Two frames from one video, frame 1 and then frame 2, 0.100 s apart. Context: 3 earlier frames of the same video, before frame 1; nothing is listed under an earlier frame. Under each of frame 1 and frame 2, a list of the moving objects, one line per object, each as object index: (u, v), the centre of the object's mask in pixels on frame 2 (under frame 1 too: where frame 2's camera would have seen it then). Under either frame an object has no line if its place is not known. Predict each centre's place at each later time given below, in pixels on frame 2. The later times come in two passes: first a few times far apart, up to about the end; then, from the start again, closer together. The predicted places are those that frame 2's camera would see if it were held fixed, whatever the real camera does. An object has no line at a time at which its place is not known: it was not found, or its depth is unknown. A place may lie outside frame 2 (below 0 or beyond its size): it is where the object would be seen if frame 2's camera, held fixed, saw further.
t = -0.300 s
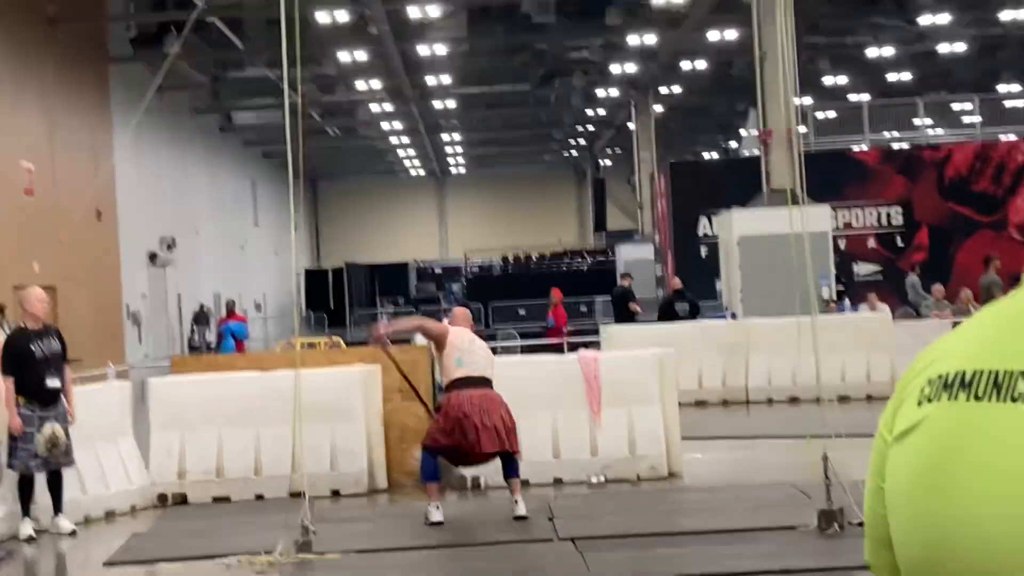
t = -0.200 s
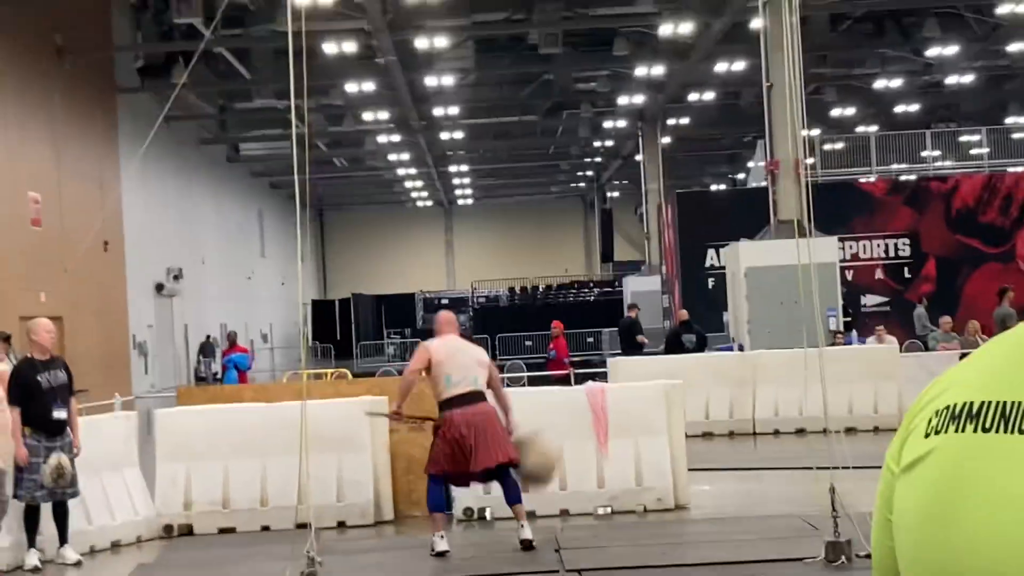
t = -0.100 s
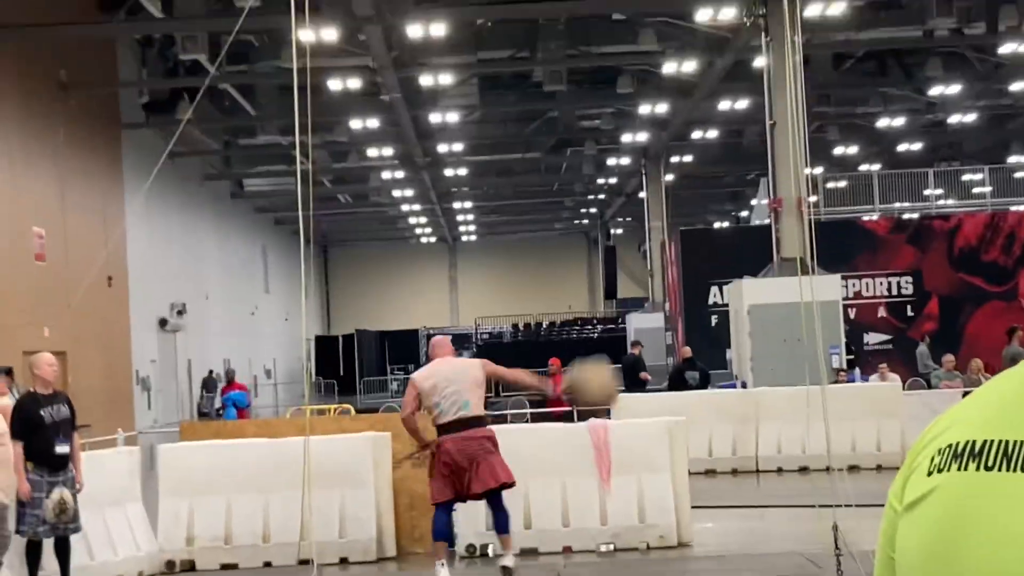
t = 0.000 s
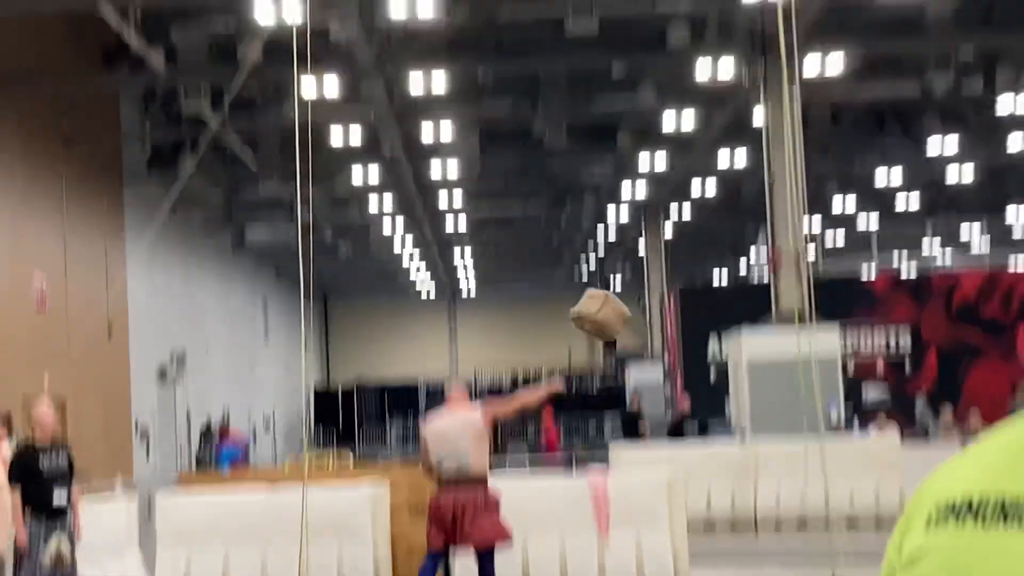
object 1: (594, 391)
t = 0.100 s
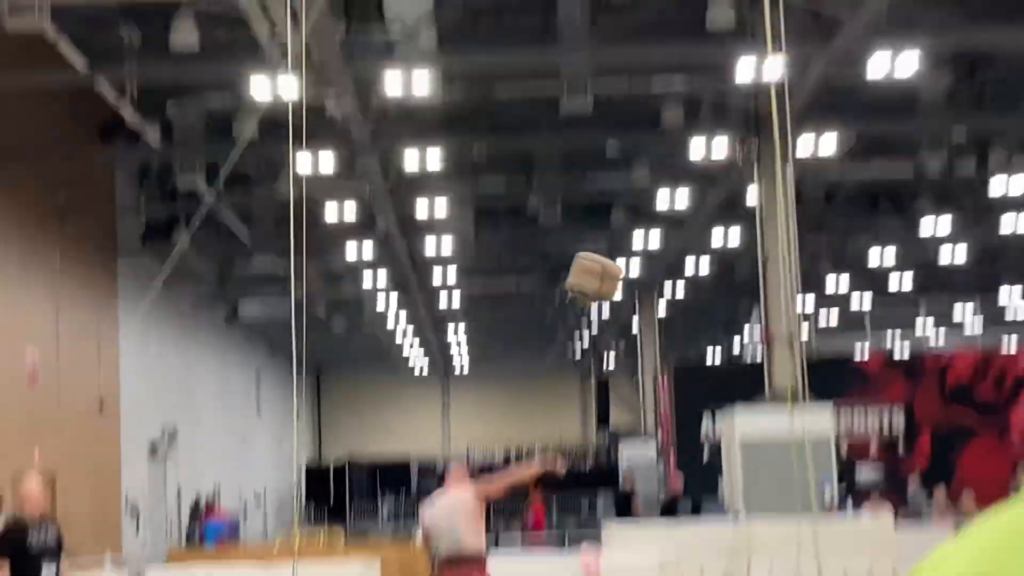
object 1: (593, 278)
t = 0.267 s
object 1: (601, 117)
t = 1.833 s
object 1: (696, 373)
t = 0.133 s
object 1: (595, 244)
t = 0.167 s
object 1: (596, 212)
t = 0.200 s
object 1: (597, 178)
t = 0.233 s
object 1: (600, 148)
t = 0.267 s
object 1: (601, 117)
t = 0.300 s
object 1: (603, 89)
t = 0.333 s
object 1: (604, 61)
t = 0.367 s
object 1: (604, 36)
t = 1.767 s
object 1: (690, 282)
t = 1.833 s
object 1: (696, 373)
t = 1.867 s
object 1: (701, 420)
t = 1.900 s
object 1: (705, 473)
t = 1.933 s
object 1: (711, 528)
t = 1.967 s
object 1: (717, 590)
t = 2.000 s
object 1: (724, 651)
